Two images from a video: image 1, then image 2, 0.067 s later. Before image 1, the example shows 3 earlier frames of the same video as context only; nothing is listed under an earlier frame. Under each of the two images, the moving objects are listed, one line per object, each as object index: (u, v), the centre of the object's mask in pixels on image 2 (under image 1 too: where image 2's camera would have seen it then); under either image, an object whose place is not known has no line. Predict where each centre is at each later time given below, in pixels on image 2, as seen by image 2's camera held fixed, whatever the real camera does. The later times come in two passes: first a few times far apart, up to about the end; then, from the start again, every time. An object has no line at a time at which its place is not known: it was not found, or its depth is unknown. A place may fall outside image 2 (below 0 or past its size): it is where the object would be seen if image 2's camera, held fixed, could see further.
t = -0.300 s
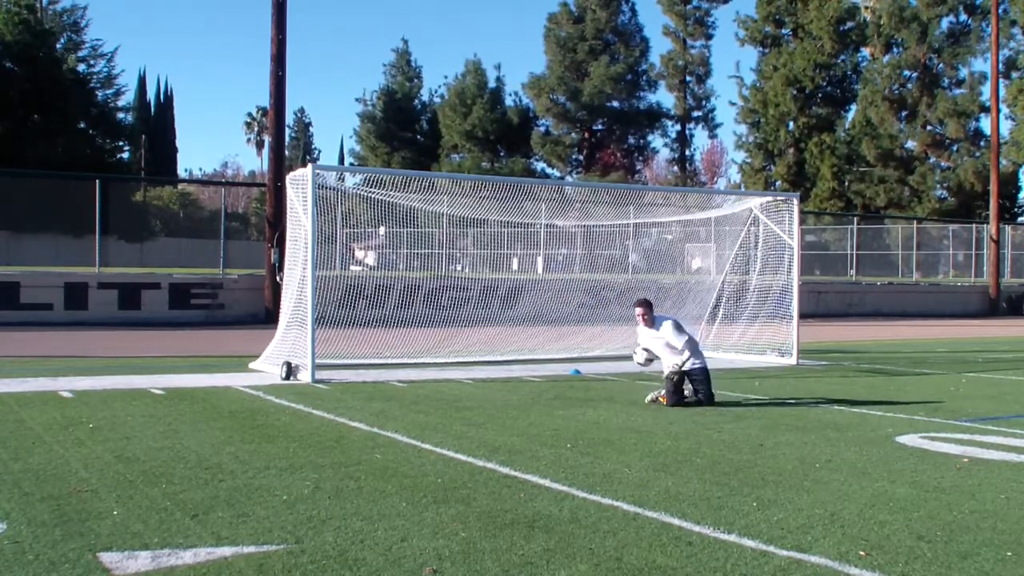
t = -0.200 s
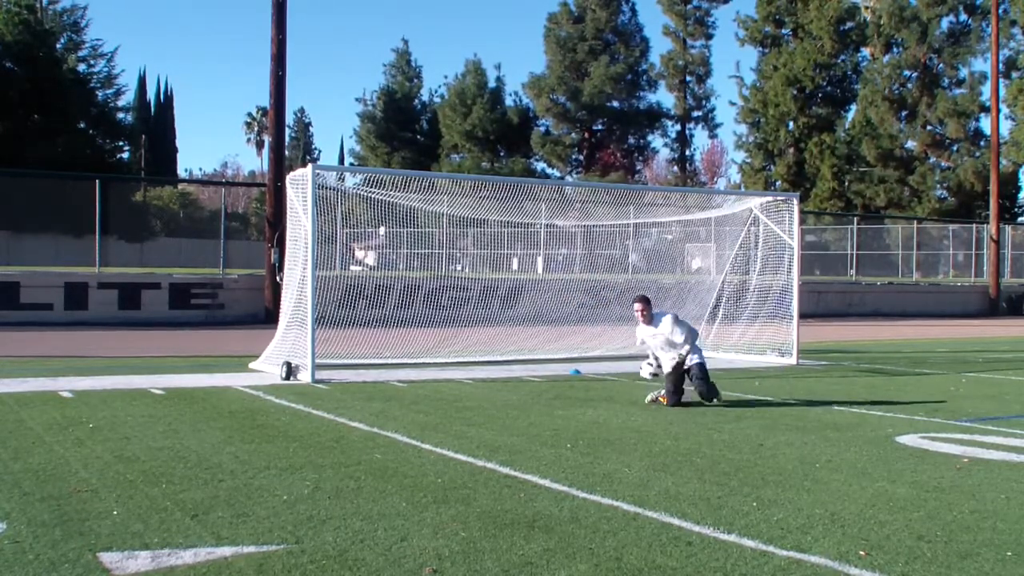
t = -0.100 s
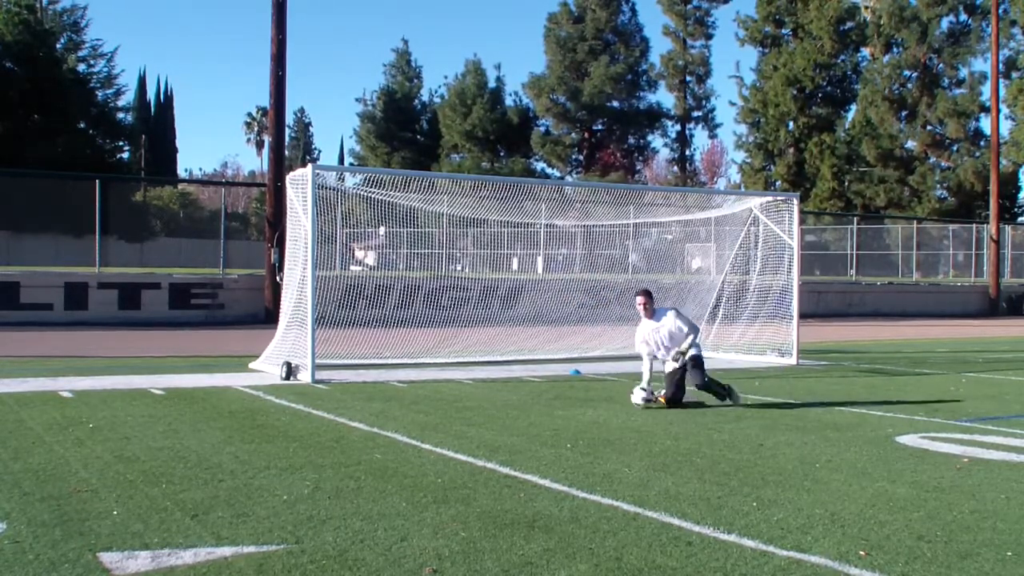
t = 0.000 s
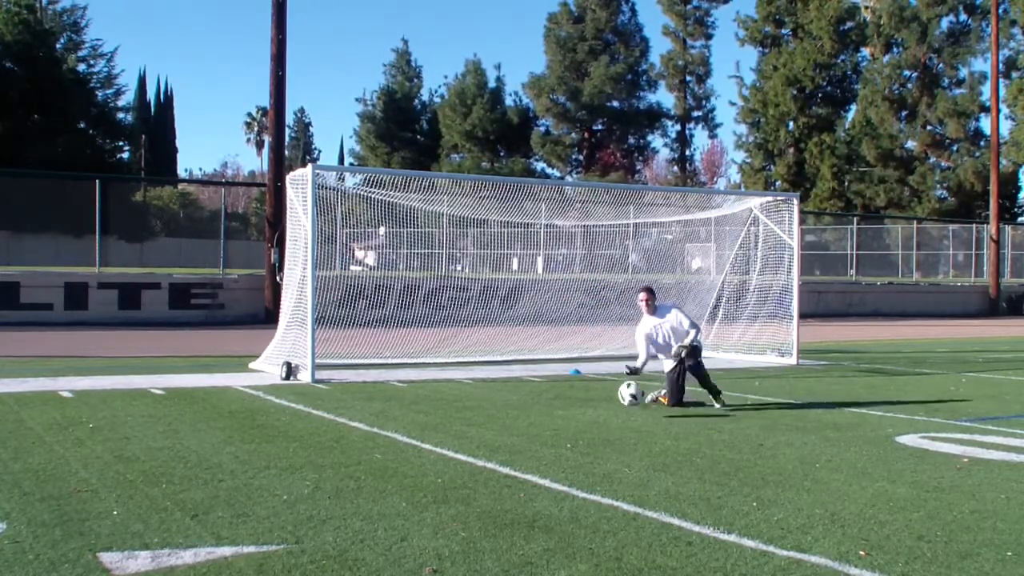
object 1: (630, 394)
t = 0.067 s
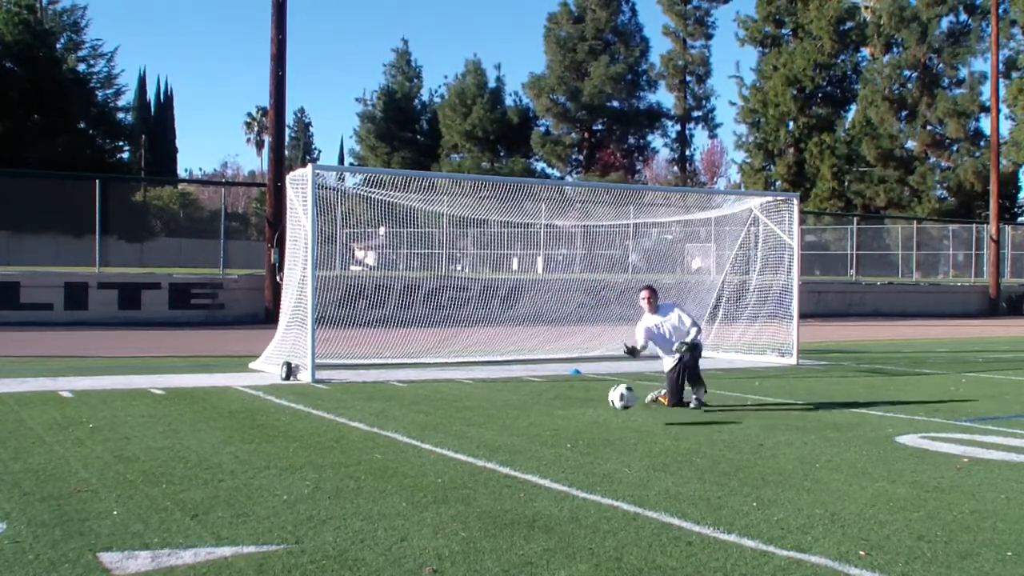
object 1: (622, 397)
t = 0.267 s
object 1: (590, 432)
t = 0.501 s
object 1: (547, 463)
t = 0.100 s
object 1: (617, 401)
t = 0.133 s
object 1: (612, 406)
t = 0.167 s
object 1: (606, 413)
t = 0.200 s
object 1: (601, 422)
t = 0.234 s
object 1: (595, 433)
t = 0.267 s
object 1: (590, 432)
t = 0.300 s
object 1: (585, 431)
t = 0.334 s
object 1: (579, 432)
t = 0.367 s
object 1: (574, 434)
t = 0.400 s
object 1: (568, 438)
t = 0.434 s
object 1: (562, 443)
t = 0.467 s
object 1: (556, 451)
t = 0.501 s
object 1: (547, 463)
